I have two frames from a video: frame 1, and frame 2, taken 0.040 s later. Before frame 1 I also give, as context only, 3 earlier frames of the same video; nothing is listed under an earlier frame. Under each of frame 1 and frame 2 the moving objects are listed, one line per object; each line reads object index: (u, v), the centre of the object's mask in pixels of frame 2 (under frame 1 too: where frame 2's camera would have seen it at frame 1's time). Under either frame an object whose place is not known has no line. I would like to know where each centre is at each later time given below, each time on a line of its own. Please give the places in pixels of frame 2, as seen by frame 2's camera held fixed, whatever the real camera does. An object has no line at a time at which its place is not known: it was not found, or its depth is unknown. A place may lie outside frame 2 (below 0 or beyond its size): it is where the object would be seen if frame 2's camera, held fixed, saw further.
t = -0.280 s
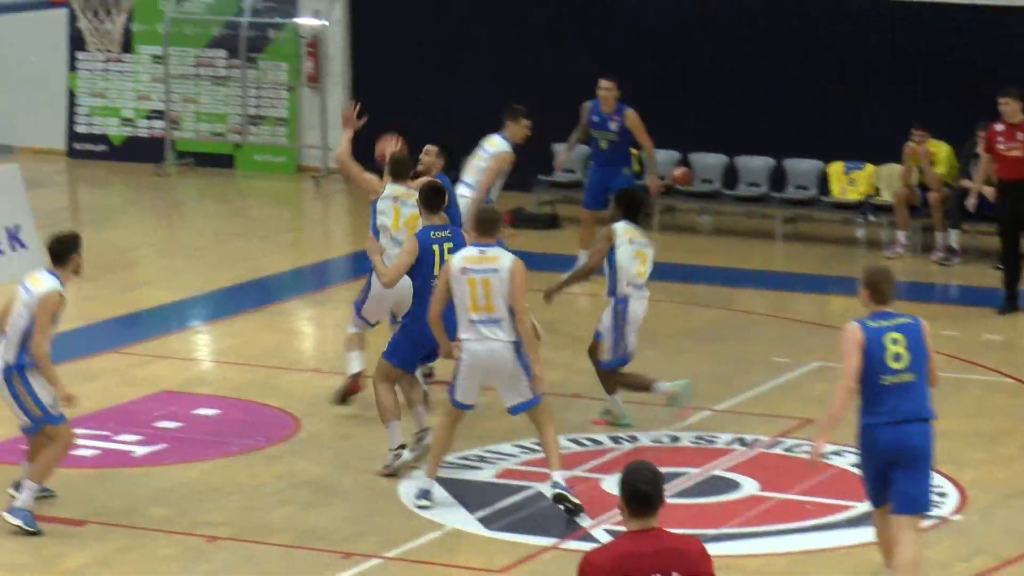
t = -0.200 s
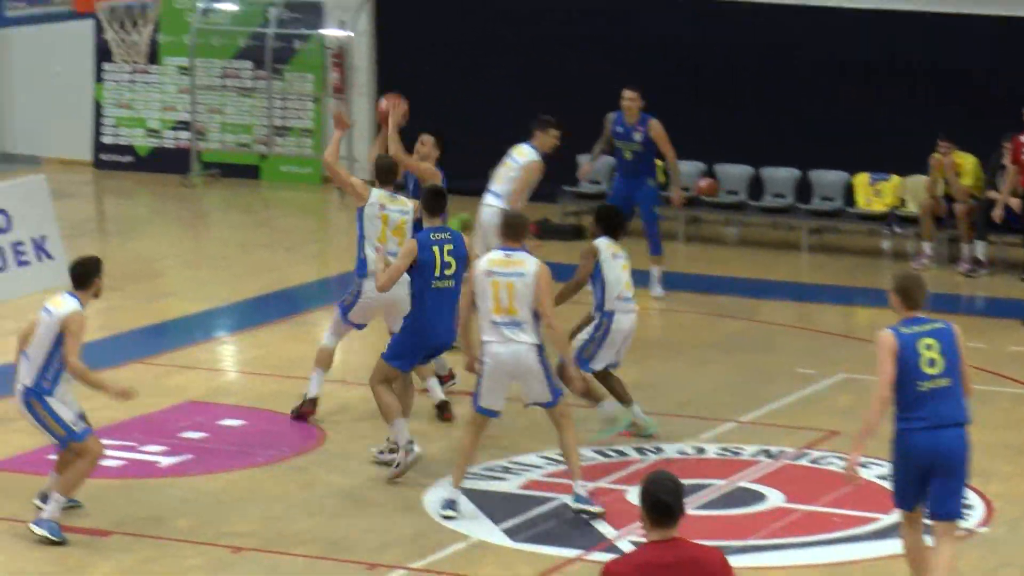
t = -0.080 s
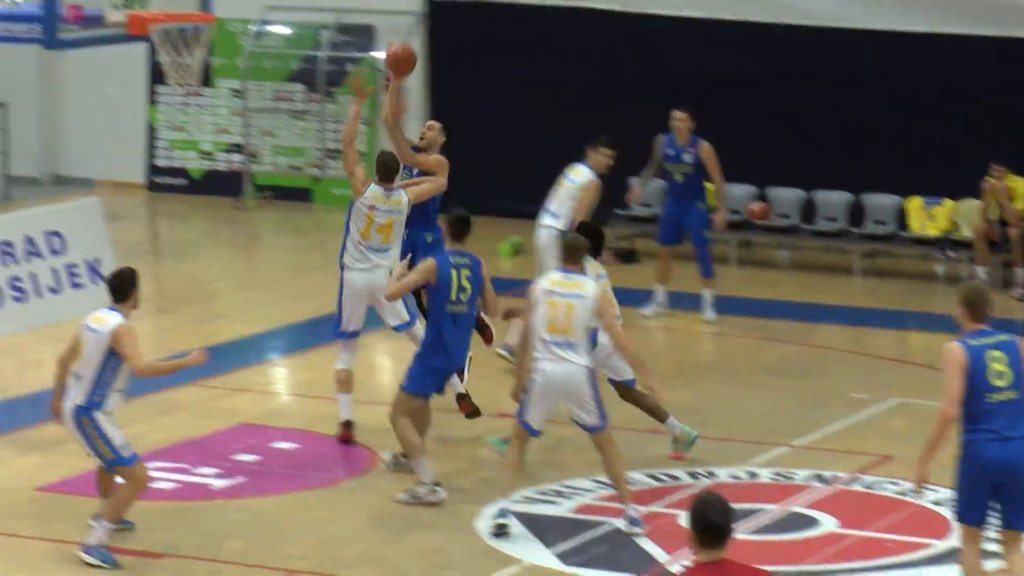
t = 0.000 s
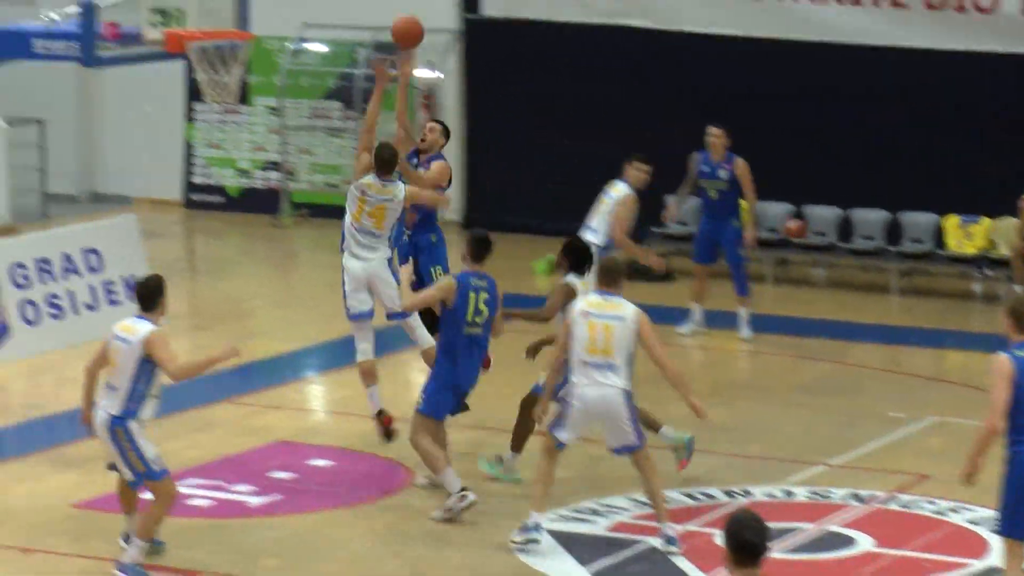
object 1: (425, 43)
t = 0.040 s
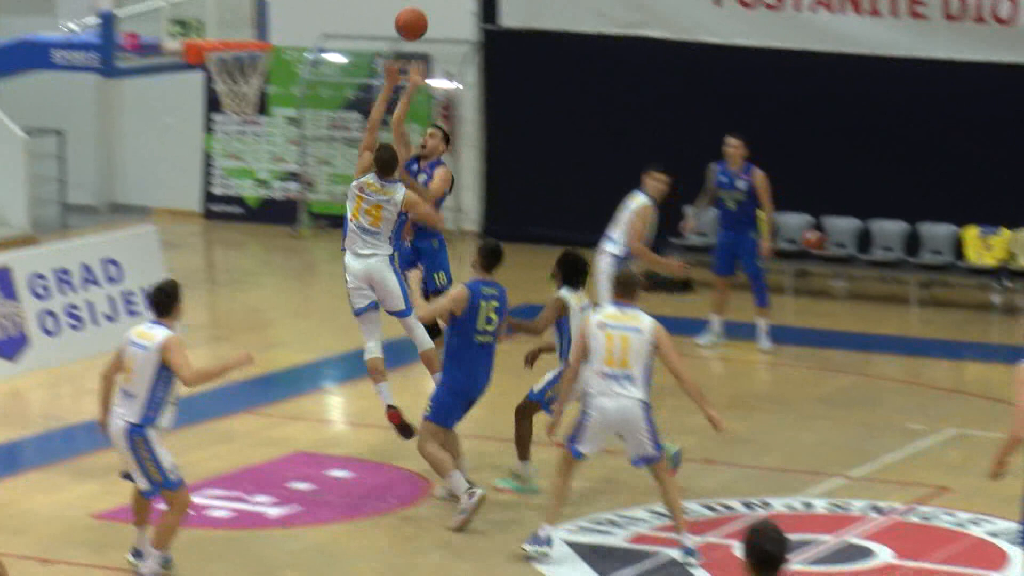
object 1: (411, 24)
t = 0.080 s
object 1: (396, 6)
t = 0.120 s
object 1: (385, -8)
